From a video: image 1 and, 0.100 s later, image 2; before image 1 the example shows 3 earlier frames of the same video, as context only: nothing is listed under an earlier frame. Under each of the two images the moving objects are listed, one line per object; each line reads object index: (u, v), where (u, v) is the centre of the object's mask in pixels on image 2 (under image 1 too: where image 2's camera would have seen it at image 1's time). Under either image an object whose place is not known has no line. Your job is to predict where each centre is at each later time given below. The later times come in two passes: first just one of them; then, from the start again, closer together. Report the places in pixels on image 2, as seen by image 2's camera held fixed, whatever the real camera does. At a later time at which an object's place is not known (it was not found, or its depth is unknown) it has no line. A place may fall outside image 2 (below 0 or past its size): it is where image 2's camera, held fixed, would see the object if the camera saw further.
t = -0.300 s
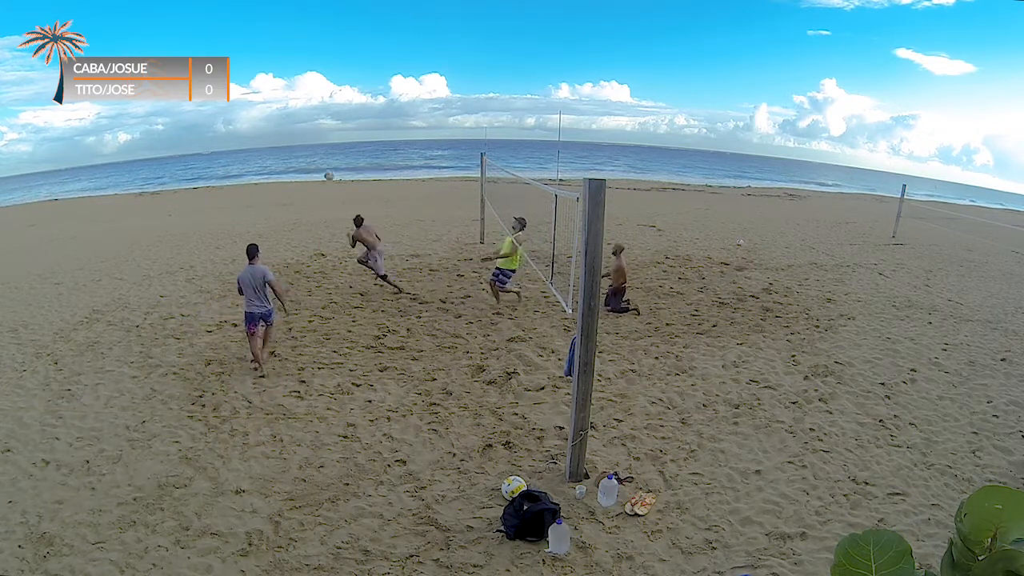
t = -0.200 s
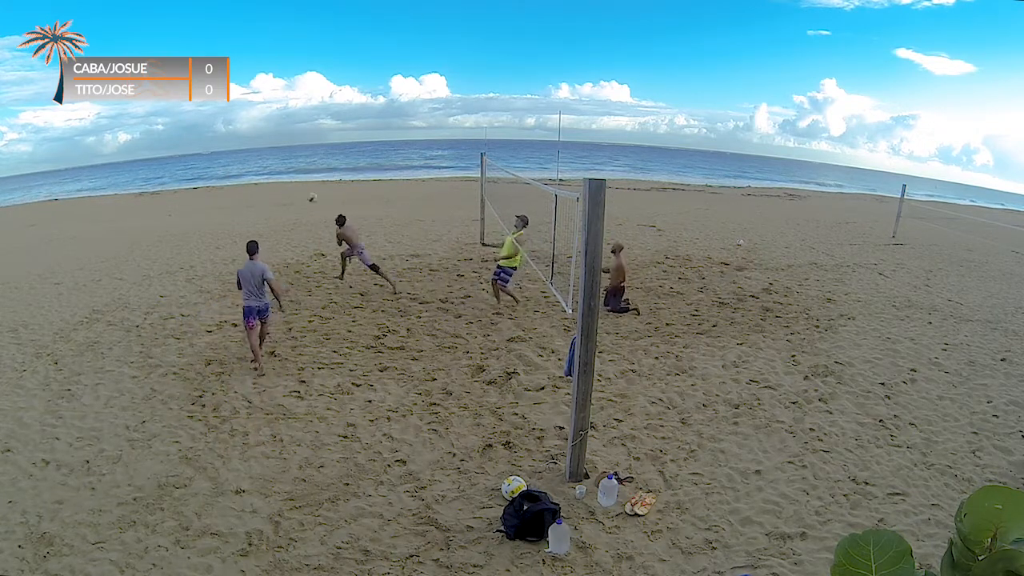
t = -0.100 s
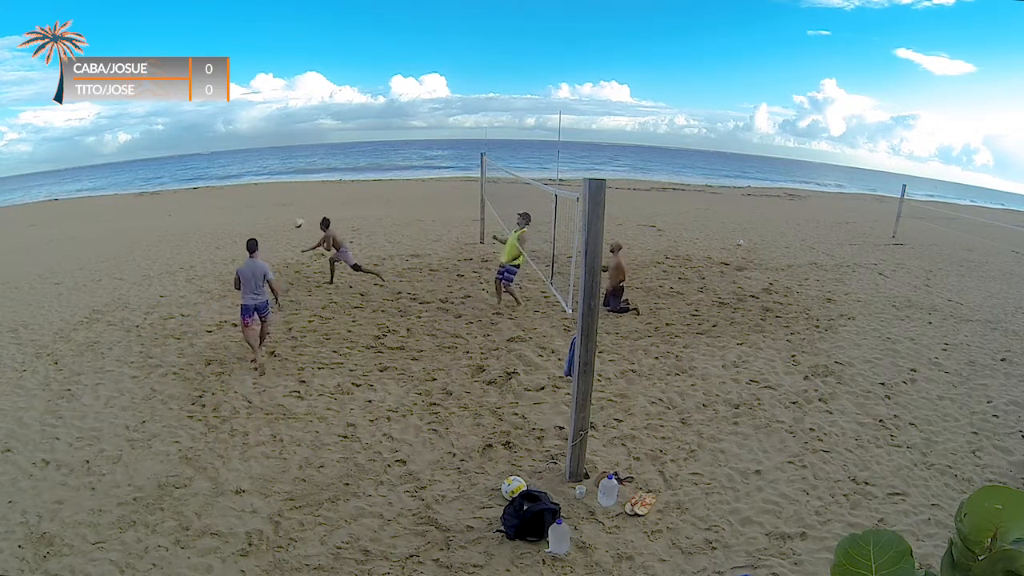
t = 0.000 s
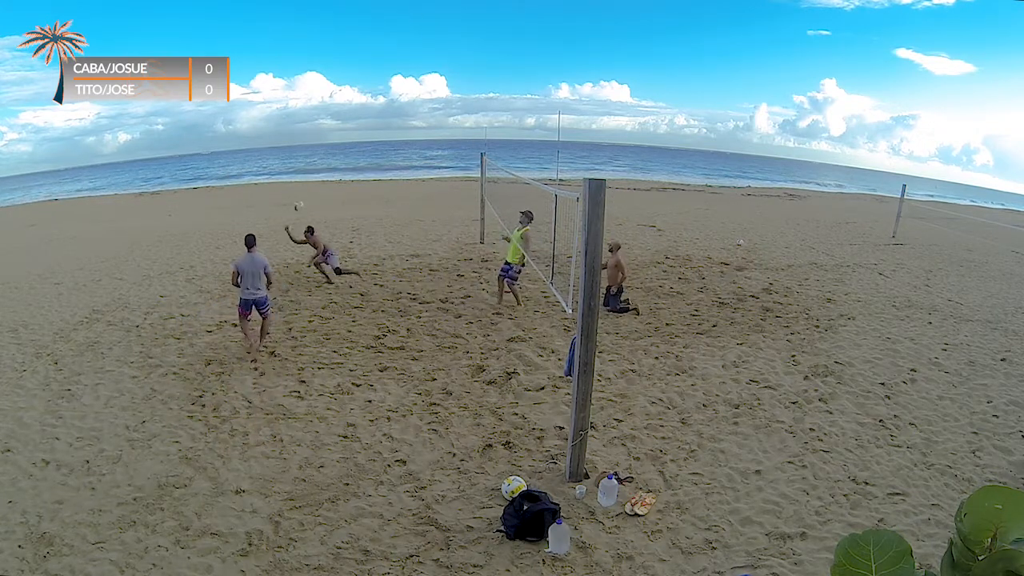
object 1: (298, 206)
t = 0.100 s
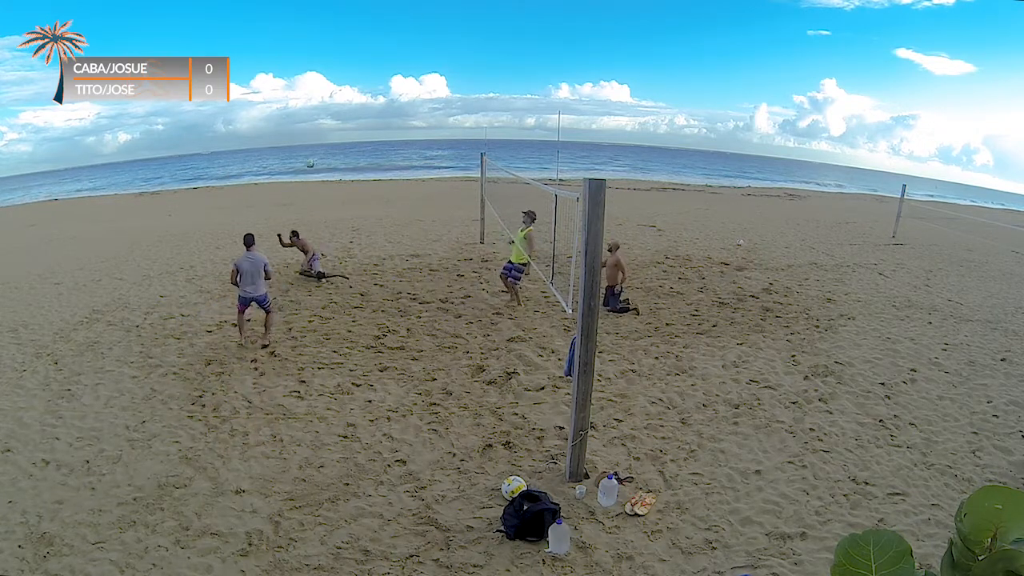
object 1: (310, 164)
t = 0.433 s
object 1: (356, 61)
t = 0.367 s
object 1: (346, 76)
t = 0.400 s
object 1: (351, 68)
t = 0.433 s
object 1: (356, 61)
